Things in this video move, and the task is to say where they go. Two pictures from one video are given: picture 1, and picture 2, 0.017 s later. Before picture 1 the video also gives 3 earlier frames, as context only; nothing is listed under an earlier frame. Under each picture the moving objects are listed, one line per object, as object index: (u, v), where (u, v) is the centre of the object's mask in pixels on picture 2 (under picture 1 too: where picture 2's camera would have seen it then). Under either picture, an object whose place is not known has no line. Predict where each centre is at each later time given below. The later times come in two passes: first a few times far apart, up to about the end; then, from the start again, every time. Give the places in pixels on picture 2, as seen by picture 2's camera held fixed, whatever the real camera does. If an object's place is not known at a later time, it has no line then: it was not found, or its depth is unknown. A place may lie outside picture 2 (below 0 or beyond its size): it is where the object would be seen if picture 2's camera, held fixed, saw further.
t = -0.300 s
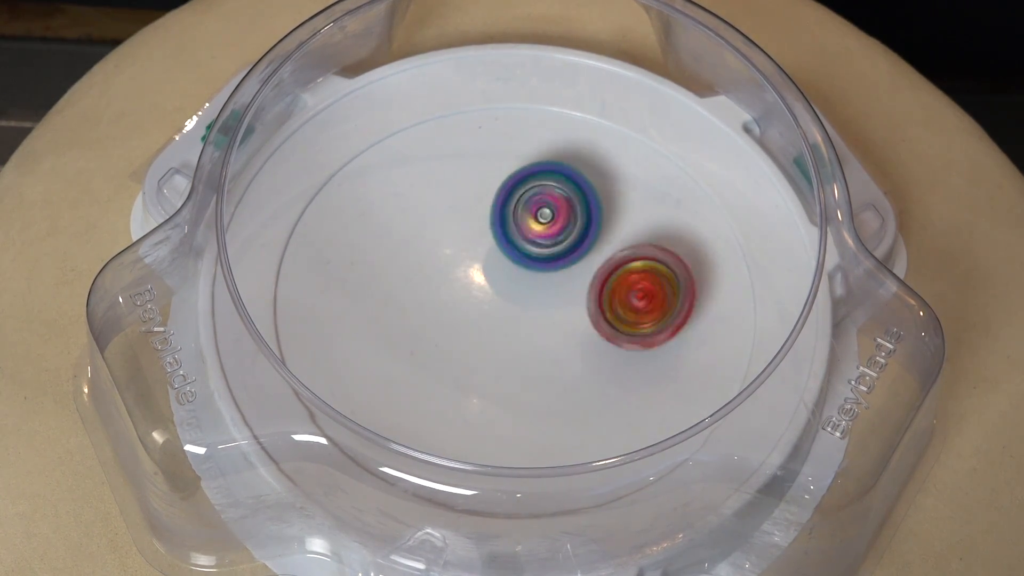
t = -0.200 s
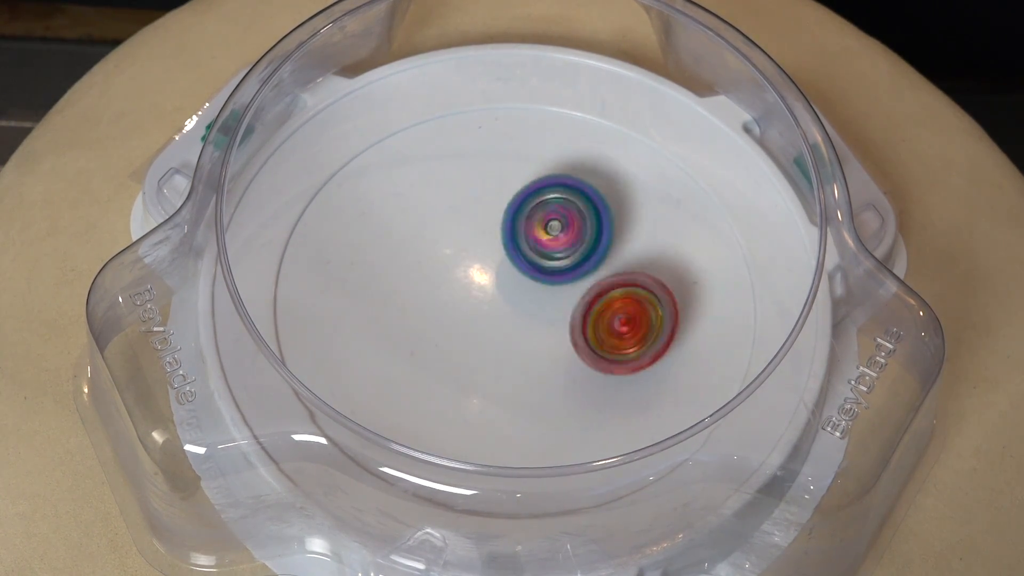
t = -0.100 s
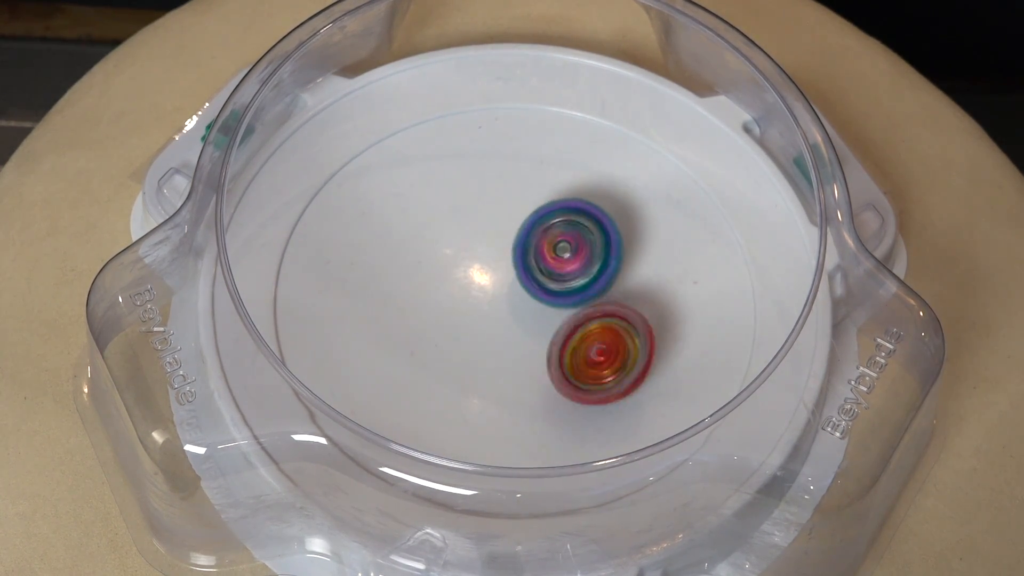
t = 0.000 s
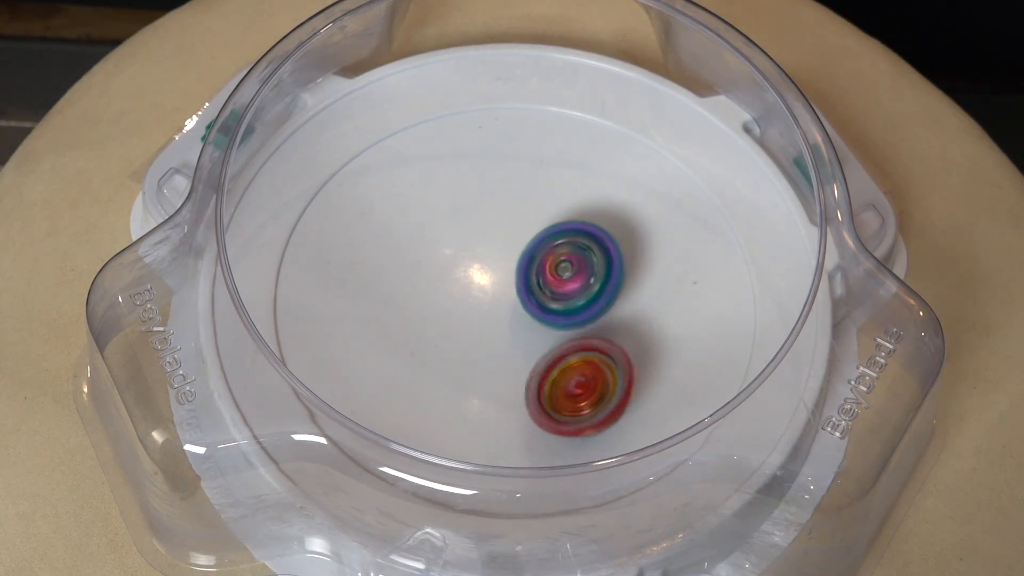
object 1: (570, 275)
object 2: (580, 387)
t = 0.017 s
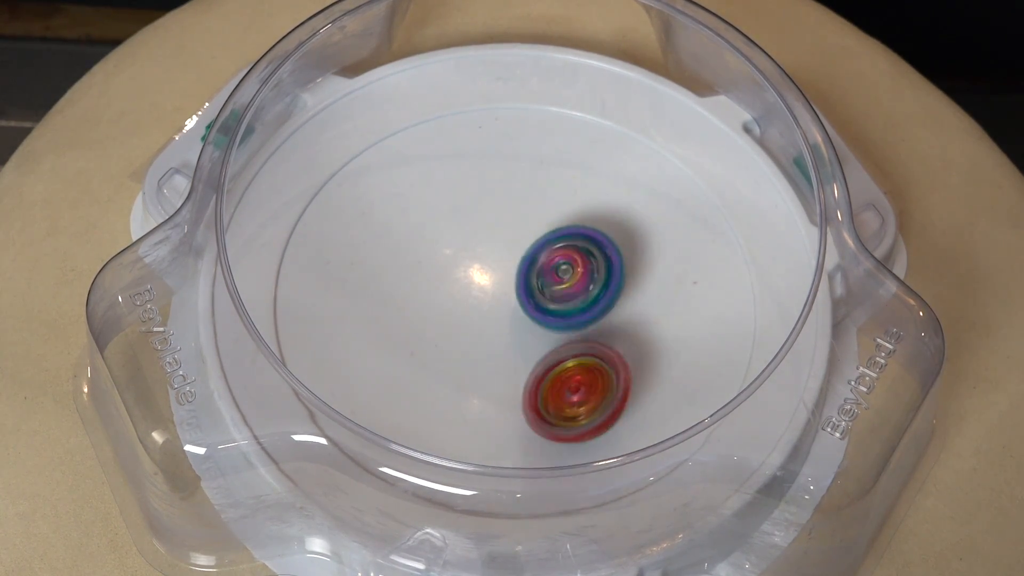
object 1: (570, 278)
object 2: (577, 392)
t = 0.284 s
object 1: (542, 330)
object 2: (514, 434)
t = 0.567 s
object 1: (489, 312)
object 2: (452, 410)
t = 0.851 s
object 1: (485, 245)
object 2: (419, 336)
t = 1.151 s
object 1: (640, 193)
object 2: (325, 280)
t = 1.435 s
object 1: (628, 256)
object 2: (439, 250)
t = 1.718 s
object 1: (534, 368)
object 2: (572, 220)
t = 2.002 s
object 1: (433, 347)
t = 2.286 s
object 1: (392, 226)
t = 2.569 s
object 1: (500, 207)
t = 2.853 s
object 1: (668, 269)
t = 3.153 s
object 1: (612, 345)
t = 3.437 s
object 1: (500, 330)
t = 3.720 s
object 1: (509, 337)
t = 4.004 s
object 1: (509, 315)
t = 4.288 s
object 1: (518, 307)
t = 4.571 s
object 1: (531, 299)
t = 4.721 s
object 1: (526, 302)
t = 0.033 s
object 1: (569, 284)
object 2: (575, 394)
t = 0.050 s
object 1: (568, 288)
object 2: (569, 398)
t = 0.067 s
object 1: (567, 294)
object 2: (566, 401)
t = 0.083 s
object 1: (566, 299)
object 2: (563, 402)
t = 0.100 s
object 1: (564, 305)
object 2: (557, 405)
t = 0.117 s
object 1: (563, 309)
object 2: (554, 407)
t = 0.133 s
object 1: (561, 312)
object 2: (551, 411)
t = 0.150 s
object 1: (560, 313)
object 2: (544, 417)
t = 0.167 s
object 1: (558, 315)
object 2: (540, 422)
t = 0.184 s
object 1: (558, 317)
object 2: (537, 424)
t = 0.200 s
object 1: (555, 319)
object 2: (532, 427)
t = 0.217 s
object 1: (554, 321)
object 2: (529, 430)
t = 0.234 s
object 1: (550, 323)
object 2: (526, 431)
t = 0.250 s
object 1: (548, 326)
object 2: (521, 433)
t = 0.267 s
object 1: (544, 327)
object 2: (519, 433)
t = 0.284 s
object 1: (542, 330)
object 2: (514, 434)
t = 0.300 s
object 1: (537, 331)
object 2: (512, 433)
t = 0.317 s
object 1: (534, 334)
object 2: (510, 433)
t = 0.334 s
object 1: (529, 335)
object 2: (506, 434)
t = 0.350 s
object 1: (526, 337)
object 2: (503, 432)
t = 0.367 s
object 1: (521, 338)
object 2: (501, 431)
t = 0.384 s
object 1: (517, 339)
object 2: (496, 430)
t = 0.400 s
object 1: (512, 340)
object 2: (494, 429)
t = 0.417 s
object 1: (510, 338)
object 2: (490, 428)
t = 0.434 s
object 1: (506, 335)
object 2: (485, 425)
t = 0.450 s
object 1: (504, 334)
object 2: (482, 424)
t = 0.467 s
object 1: (501, 333)
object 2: (476, 424)
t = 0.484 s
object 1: (498, 330)
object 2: (474, 421)
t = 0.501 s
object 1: (495, 328)
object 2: (471, 418)
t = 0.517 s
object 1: (492, 325)
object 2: (467, 414)
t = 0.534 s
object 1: (489, 323)
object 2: (465, 411)
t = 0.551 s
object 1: (489, 317)
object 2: (457, 411)
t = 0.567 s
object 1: (489, 312)
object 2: (452, 410)
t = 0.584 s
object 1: (488, 306)
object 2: (447, 408)
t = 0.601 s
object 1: (488, 302)
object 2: (441, 405)
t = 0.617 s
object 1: (487, 297)
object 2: (438, 404)
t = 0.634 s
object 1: (486, 292)
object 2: (434, 399)
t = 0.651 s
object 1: (485, 288)
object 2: (431, 397)
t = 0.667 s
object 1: (485, 284)
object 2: (427, 392)
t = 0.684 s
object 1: (484, 280)
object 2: (424, 388)
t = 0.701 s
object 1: (483, 275)
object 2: (423, 385)
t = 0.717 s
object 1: (483, 272)
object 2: (420, 380)
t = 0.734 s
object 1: (482, 268)
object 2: (420, 376)
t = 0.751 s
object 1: (483, 264)
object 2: (417, 370)
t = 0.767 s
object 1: (482, 261)
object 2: (417, 366)
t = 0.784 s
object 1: (483, 257)
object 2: (415, 360)
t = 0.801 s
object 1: (483, 255)
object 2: (416, 353)
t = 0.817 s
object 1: (484, 251)
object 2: (417, 347)
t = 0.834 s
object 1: (485, 249)
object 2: (416, 342)
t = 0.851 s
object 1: (485, 245)
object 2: (419, 336)
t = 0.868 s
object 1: (487, 243)
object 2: (418, 330)
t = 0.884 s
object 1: (488, 240)
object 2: (421, 325)
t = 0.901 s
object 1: (490, 238)
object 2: (421, 318)
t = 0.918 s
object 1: (491, 236)
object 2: (423, 313)
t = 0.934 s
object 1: (493, 234)
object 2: (427, 304)
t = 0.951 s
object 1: (495, 234)
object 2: (428, 298)
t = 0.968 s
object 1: (511, 227)
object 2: (412, 301)
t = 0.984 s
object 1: (527, 222)
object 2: (397, 296)
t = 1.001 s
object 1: (544, 215)
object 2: (384, 294)
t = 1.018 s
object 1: (562, 210)
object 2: (370, 294)
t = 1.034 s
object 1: (576, 206)
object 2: (360, 297)
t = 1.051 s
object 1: (589, 201)
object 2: (349, 294)
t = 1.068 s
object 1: (601, 200)
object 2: (341, 295)
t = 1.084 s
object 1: (611, 197)
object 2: (335, 291)
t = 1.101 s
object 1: (621, 195)
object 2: (330, 291)
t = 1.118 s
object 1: (628, 194)
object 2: (328, 286)
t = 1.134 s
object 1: (634, 193)
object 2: (326, 284)
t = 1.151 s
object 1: (640, 193)
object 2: (325, 280)
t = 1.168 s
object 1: (644, 194)
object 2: (325, 279)
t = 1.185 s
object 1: (648, 193)
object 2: (327, 275)
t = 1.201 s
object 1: (651, 195)
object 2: (329, 273)
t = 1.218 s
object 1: (652, 197)
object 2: (333, 270)
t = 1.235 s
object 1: (654, 197)
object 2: (338, 268)
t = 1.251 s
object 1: (655, 201)
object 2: (343, 266)
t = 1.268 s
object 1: (654, 203)
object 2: (349, 265)
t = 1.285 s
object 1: (654, 206)
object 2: (357, 263)
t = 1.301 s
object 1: (652, 211)
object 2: (364, 260)
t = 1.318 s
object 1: (651, 214)
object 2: (372, 260)
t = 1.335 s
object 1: (650, 219)
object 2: (381, 257)
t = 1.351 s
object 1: (646, 225)
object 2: (390, 258)
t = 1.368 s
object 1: (645, 230)
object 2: (399, 254)
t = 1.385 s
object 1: (641, 236)
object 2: (410, 256)
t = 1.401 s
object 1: (637, 242)
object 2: (418, 251)
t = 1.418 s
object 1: (633, 248)
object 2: (430, 254)
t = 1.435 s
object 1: (628, 256)
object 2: (439, 250)
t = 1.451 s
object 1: (624, 262)
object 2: (451, 251)
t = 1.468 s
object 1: (619, 269)
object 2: (459, 249)
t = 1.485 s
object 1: (614, 275)
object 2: (471, 249)
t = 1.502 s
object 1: (609, 282)
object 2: (479, 249)
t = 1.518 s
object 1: (603, 289)
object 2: (490, 248)
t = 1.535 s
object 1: (598, 296)
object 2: (498, 250)
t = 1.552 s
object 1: (592, 302)
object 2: (507, 246)
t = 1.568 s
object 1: (588, 311)
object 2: (513, 247)
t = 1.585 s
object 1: (584, 321)
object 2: (519, 241)
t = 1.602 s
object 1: (579, 327)
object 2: (525, 240)
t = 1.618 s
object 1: (573, 335)
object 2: (530, 235)
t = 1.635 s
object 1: (568, 342)
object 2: (538, 233)
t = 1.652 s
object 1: (561, 349)
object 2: (543, 229)
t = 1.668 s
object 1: (555, 354)
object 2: (552, 226)
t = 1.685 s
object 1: (548, 359)
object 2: (557, 225)
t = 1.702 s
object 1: (540, 363)
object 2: (565, 221)
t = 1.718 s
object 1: (534, 368)
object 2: (572, 220)
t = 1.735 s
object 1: (527, 371)
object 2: (580, 217)
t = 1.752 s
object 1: (519, 371)
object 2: (586, 218)
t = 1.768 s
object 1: (512, 374)
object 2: (593, 215)
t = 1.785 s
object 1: (505, 376)
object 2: (601, 217)
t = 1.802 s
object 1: (498, 378)
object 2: (606, 216)
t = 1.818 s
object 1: (491, 378)
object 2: (613, 217)
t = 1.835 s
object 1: (484, 377)
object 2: (617, 217)
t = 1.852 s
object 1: (478, 377)
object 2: (624, 218)
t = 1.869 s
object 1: (471, 377)
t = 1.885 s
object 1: (465, 375)
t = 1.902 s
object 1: (461, 370)
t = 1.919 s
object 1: (454, 368)
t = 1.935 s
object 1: (449, 366)
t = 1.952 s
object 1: (444, 364)
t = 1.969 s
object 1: (440, 358)
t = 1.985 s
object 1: (437, 351)
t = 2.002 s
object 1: (433, 347)
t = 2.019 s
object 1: (430, 344)
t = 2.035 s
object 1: (427, 341)
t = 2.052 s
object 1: (426, 331)
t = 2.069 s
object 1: (425, 325)
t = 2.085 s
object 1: (425, 321)
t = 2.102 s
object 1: (418, 315)
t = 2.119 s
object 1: (412, 309)
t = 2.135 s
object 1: (407, 295)
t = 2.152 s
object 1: (402, 286)
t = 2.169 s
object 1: (398, 278)
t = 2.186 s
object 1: (394, 272)
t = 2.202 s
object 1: (393, 261)
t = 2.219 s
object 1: (390, 251)
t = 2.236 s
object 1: (389, 245)
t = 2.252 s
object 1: (388, 240)
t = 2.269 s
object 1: (390, 233)
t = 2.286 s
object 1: (392, 226)
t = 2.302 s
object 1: (394, 221)
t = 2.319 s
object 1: (397, 217)
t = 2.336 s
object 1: (402, 213)
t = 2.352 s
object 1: (406, 208)
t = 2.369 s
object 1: (411, 206)
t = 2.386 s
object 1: (416, 204)
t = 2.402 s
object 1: (422, 202)
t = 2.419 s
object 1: (428, 199)
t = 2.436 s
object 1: (435, 199)
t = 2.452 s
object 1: (441, 201)
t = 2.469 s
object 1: (447, 199)
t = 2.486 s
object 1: (456, 197)
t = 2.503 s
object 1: (465, 200)
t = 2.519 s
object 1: (472, 204)
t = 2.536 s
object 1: (479, 203)
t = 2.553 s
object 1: (489, 202)
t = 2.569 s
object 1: (500, 207)
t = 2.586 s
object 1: (509, 214)
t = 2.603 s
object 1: (518, 216)
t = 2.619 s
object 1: (529, 216)
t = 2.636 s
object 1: (541, 220)
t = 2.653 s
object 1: (551, 227)
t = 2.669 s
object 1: (561, 232)
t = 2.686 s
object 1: (571, 233)
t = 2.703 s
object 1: (583, 236)
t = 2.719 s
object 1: (594, 243)
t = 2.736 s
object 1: (604, 248)
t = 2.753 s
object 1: (616, 252)
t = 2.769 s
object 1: (625, 254)
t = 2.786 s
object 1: (636, 255)
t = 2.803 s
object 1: (646, 259)
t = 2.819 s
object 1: (654, 262)
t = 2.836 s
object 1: (661, 264)
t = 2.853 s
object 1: (668, 269)
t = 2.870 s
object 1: (672, 272)
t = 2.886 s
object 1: (678, 274)
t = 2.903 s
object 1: (682, 278)
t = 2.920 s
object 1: (683, 283)
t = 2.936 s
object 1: (684, 287)
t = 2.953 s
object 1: (684, 291)
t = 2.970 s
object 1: (682, 296)
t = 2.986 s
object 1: (680, 299)
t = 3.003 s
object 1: (678, 302)
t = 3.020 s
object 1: (673, 307)
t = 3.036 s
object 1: (669, 312)
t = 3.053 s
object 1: (664, 318)
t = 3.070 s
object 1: (657, 323)
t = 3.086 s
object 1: (649, 327)
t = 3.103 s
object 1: (642, 333)
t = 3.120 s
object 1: (633, 338)
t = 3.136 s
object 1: (623, 342)
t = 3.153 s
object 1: (612, 345)
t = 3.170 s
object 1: (602, 348)
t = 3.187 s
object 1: (590, 352)
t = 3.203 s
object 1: (578, 356)
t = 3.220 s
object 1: (566, 355)
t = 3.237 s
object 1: (556, 354)
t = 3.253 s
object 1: (546, 351)
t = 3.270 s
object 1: (538, 350)
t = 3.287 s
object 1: (531, 349)
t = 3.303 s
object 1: (524, 348)
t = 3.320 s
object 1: (519, 349)
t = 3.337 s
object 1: (515, 348)
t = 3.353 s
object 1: (513, 346)
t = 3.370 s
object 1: (511, 342)
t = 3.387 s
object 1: (508, 339)
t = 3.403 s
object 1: (505, 335)
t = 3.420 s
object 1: (503, 332)
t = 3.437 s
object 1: (500, 330)
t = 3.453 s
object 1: (498, 328)
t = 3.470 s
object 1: (496, 325)
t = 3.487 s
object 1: (494, 324)
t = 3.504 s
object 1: (493, 324)
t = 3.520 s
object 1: (492, 324)
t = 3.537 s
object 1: (492, 325)
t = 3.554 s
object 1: (493, 326)
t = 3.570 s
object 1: (494, 326)
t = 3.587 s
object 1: (494, 326)
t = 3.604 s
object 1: (495, 326)
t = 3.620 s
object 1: (495, 327)
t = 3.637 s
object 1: (497, 327)
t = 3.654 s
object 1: (501, 327)
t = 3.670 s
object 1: (505, 330)
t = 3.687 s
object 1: (508, 333)
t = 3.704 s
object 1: (509, 336)
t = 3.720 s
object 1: (509, 337)
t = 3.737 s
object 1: (509, 338)
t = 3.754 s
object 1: (510, 338)
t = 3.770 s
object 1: (513, 337)
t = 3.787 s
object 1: (517, 335)
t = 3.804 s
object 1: (521, 336)
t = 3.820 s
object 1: (521, 337)
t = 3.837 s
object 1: (519, 338)
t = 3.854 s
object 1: (516, 338)
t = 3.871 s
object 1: (513, 337)
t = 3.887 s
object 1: (510, 335)
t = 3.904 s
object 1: (507, 332)
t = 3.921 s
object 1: (505, 329)
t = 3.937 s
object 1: (504, 326)
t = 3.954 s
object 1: (505, 323)
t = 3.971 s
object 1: (506, 320)
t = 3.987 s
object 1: (507, 317)
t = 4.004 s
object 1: (509, 315)
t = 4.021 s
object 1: (510, 314)
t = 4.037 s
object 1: (511, 312)
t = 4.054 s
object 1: (512, 311)
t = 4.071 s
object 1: (513, 311)
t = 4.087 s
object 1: (513, 311)
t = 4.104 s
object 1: (513, 310)
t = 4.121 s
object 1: (513, 310)
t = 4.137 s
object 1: (513, 310)
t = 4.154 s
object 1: (513, 310)
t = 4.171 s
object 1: (513, 310)
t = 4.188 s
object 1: (513, 310)
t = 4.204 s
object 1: (513, 310)
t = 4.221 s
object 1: (514, 309)
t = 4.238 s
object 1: (515, 309)
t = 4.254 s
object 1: (517, 308)
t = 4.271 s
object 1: (518, 307)
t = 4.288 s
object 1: (518, 307)
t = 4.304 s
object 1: (520, 306)
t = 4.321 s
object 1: (521, 305)
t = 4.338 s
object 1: (522, 304)
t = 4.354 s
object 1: (523, 303)
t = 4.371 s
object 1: (524, 303)
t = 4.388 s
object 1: (526, 302)
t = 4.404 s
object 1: (527, 301)
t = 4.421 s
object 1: (528, 301)
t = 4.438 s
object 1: (529, 300)
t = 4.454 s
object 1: (529, 300)
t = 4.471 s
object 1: (530, 300)
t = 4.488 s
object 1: (530, 300)
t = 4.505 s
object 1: (531, 300)
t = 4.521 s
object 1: (531, 300)
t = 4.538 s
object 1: (531, 300)
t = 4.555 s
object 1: (531, 300)
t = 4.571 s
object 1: (531, 299)
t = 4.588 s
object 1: (530, 299)
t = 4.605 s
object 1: (530, 299)
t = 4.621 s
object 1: (529, 300)
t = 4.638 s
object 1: (529, 301)
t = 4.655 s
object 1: (528, 301)
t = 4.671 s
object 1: (528, 301)
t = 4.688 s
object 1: (527, 301)
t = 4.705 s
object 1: (526, 301)
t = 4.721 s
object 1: (526, 302)
